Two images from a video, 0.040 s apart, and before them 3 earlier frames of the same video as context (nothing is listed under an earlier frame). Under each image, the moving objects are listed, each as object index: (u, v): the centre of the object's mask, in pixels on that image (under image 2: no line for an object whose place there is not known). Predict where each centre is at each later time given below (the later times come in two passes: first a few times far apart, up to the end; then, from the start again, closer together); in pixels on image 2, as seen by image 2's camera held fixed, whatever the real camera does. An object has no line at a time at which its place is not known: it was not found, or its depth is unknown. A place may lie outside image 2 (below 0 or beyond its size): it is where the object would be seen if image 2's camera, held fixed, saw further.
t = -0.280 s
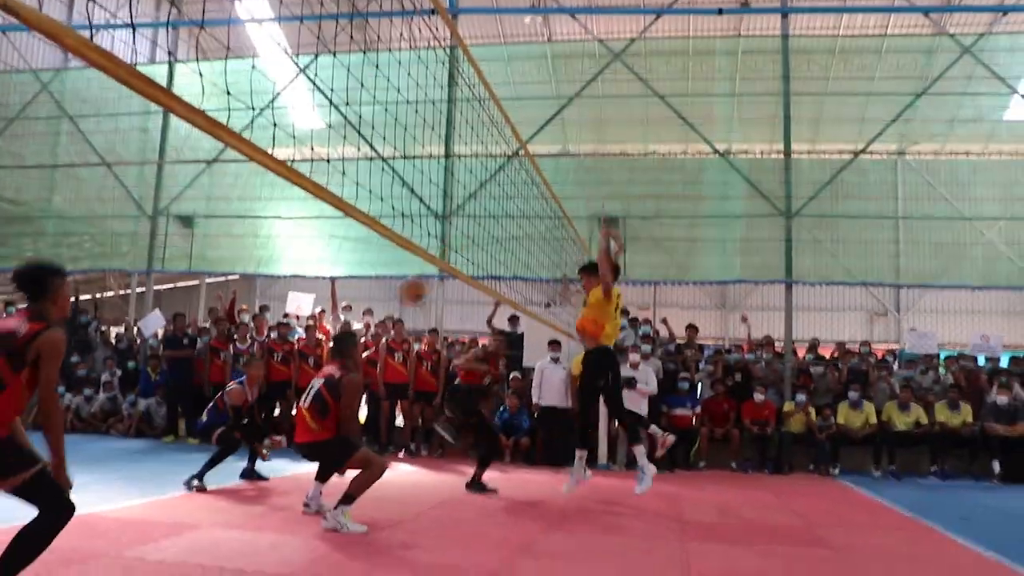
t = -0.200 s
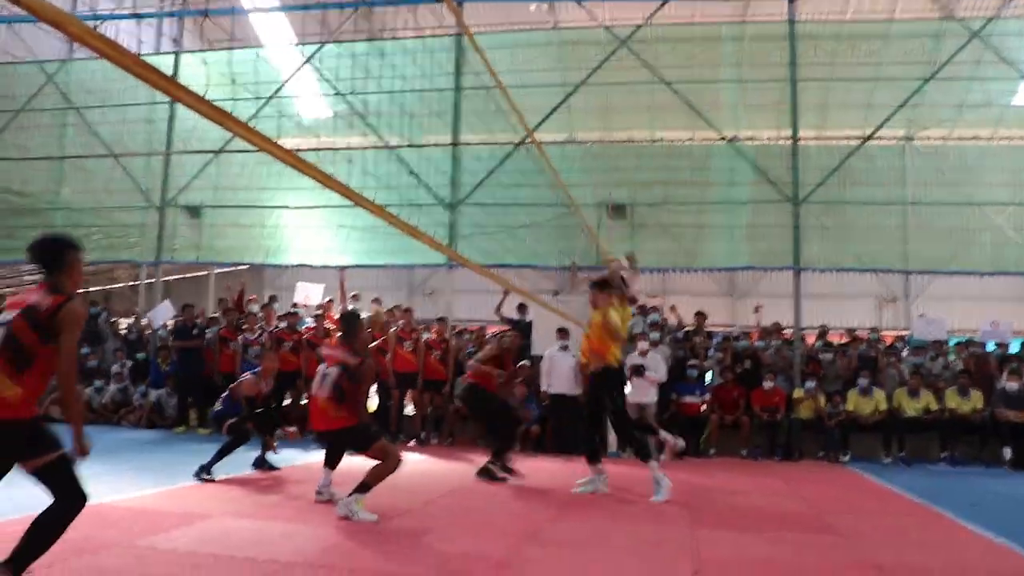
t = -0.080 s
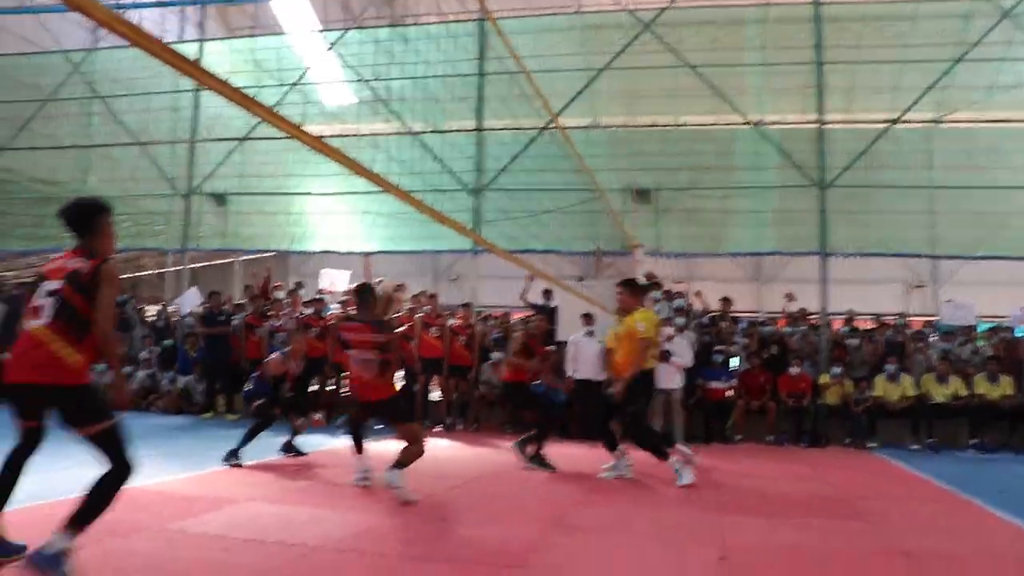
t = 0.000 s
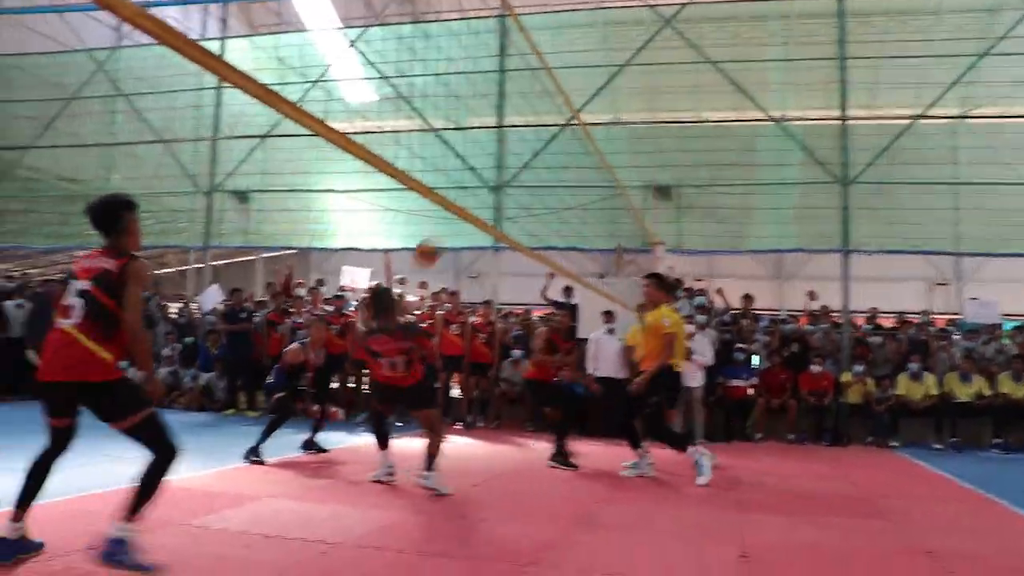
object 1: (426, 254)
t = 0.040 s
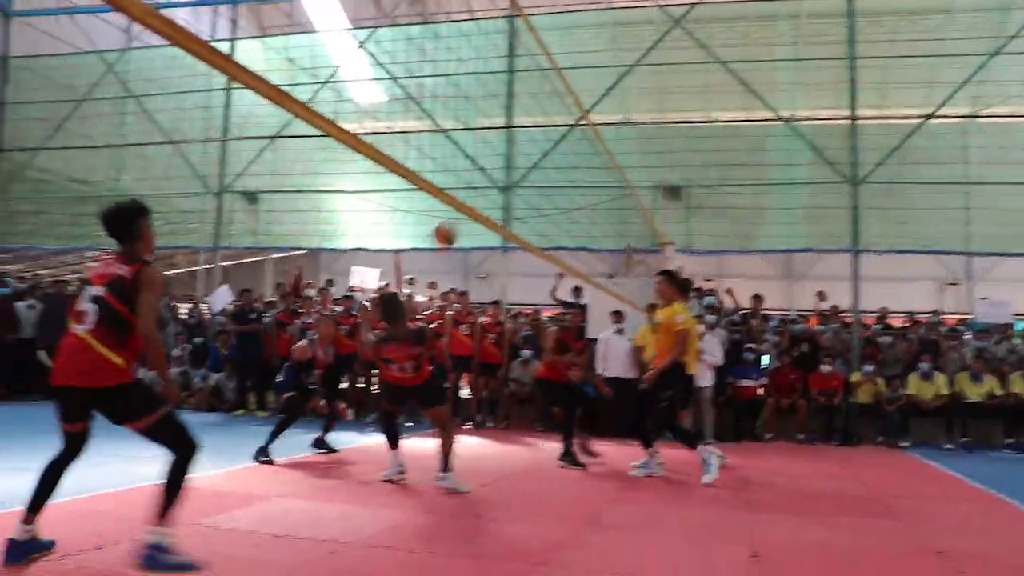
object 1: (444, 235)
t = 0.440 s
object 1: (521, 177)
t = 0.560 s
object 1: (547, 197)
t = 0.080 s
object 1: (451, 221)
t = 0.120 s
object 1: (455, 215)
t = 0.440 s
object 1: (521, 177)
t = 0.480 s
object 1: (530, 181)
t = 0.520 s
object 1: (539, 189)
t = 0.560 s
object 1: (547, 197)
